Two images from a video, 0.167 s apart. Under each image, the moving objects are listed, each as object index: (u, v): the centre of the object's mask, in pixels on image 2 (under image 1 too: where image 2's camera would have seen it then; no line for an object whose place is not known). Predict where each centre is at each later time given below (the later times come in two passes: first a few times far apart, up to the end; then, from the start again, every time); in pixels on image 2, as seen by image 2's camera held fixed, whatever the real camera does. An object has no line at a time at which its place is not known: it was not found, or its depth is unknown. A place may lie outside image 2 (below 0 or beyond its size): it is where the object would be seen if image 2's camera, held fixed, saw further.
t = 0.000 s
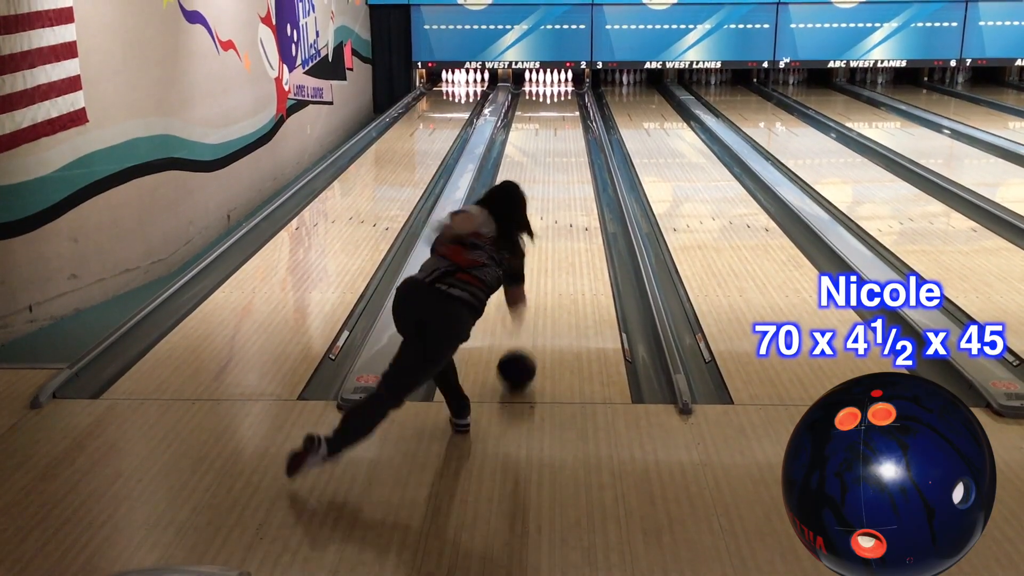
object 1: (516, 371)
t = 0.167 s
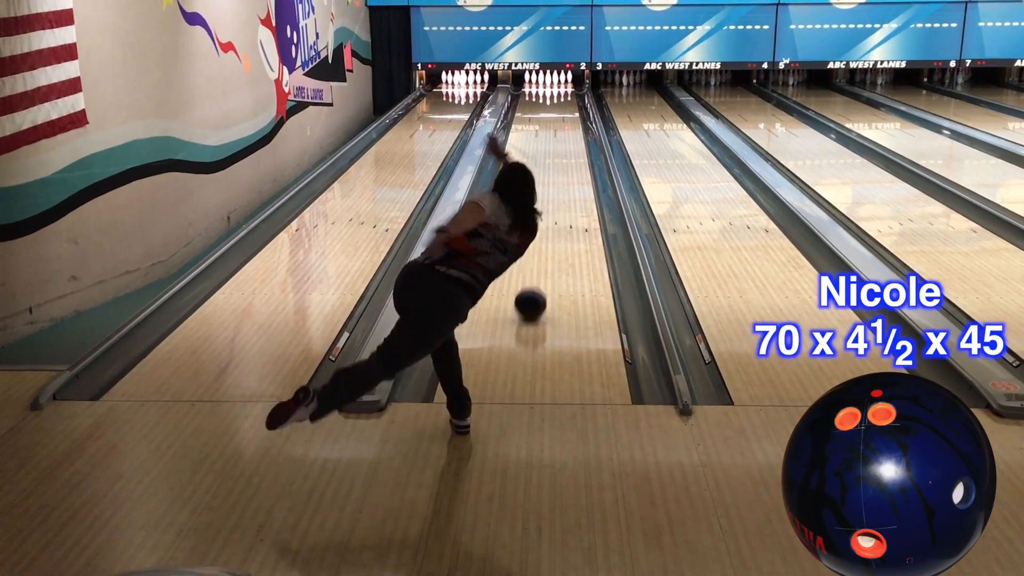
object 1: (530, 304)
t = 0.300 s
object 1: (538, 265)
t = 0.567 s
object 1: (551, 209)
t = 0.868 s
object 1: (557, 168)
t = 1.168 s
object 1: (561, 140)
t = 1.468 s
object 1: (564, 119)
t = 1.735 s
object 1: (564, 105)
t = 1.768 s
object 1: (564, 104)
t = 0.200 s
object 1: (532, 293)
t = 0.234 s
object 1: (535, 283)
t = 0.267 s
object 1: (536, 273)
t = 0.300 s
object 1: (538, 265)
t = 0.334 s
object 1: (540, 256)
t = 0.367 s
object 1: (542, 248)
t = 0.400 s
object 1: (543, 241)
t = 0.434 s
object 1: (545, 234)
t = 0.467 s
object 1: (547, 229)
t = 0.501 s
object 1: (550, 223)
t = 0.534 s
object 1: (551, 215)
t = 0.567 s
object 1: (551, 209)
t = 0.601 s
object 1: (550, 204)
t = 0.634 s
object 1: (552, 199)
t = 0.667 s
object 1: (552, 194)
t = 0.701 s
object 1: (553, 189)
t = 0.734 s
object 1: (554, 185)
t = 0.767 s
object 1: (555, 181)
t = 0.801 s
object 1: (555, 176)
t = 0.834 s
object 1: (556, 172)
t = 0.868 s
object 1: (557, 168)
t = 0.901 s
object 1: (557, 165)
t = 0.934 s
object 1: (558, 161)
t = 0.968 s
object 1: (559, 158)
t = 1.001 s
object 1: (559, 154)
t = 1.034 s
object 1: (560, 151)
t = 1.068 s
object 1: (560, 148)
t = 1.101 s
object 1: (561, 145)
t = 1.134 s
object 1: (561, 142)
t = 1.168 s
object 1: (561, 140)
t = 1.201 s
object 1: (562, 137)
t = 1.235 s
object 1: (562, 135)
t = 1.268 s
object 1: (563, 132)
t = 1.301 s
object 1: (563, 130)
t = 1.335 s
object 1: (563, 128)
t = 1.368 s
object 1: (563, 125)
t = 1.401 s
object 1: (564, 123)
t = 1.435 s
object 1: (564, 121)
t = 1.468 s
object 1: (564, 119)
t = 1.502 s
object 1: (564, 117)
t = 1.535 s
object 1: (564, 115)
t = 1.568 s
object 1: (564, 114)
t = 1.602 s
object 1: (564, 112)
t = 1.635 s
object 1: (564, 110)
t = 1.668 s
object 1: (564, 108)
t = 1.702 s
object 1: (564, 107)
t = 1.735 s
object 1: (564, 105)
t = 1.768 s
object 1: (564, 104)
